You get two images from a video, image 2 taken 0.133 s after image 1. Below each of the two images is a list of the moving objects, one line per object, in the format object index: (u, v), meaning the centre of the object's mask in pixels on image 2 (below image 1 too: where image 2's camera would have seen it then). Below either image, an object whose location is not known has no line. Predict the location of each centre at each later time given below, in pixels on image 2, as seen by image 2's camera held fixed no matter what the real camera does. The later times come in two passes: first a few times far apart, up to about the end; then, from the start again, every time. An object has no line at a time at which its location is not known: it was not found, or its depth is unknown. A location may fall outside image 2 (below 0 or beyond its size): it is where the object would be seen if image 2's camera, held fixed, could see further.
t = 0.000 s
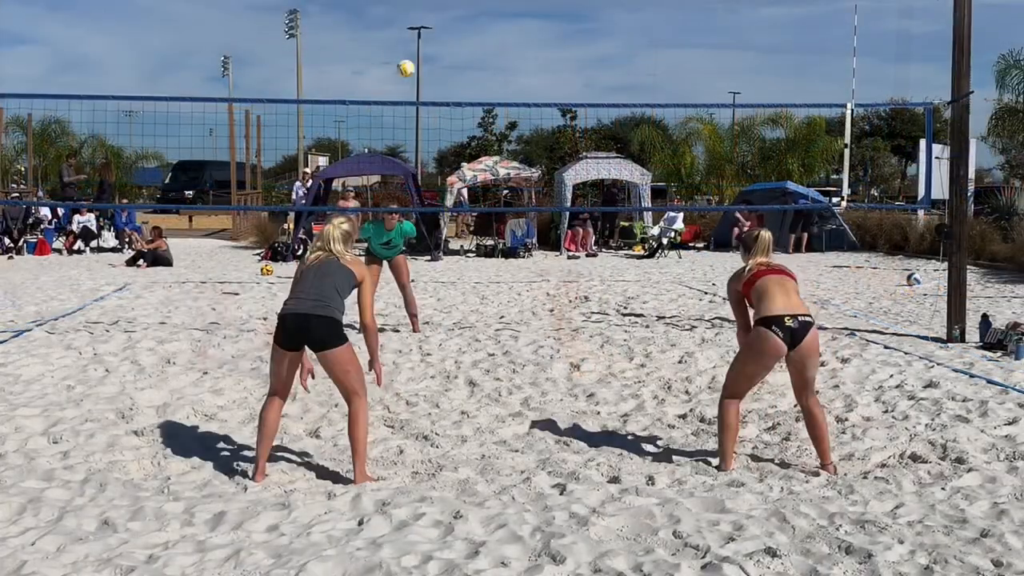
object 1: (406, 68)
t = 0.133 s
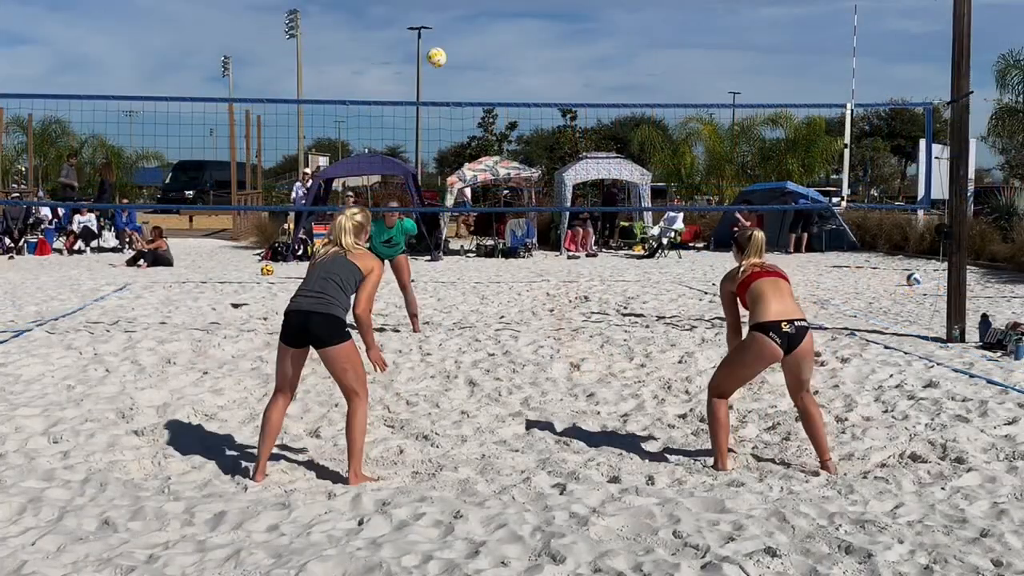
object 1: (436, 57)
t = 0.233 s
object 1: (461, 60)
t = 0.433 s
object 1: (518, 101)
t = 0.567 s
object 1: (565, 168)
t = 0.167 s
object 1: (444, 57)
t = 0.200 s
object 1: (453, 58)
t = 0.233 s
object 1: (461, 60)
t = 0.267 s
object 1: (469, 63)
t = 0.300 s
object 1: (478, 68)
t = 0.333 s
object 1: (487, 73)
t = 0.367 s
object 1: (497, 80)
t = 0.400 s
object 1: (508, 89)
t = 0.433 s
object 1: (518, 101)
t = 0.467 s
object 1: (530, 115)
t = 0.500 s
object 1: (541, 130)
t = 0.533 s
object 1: (553, 148)
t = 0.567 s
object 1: (565, 168)
